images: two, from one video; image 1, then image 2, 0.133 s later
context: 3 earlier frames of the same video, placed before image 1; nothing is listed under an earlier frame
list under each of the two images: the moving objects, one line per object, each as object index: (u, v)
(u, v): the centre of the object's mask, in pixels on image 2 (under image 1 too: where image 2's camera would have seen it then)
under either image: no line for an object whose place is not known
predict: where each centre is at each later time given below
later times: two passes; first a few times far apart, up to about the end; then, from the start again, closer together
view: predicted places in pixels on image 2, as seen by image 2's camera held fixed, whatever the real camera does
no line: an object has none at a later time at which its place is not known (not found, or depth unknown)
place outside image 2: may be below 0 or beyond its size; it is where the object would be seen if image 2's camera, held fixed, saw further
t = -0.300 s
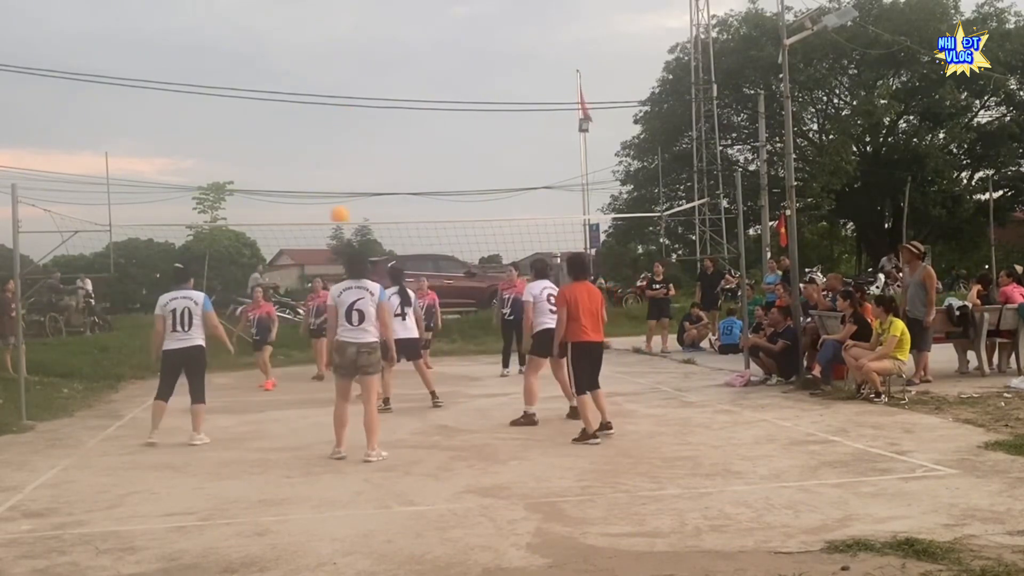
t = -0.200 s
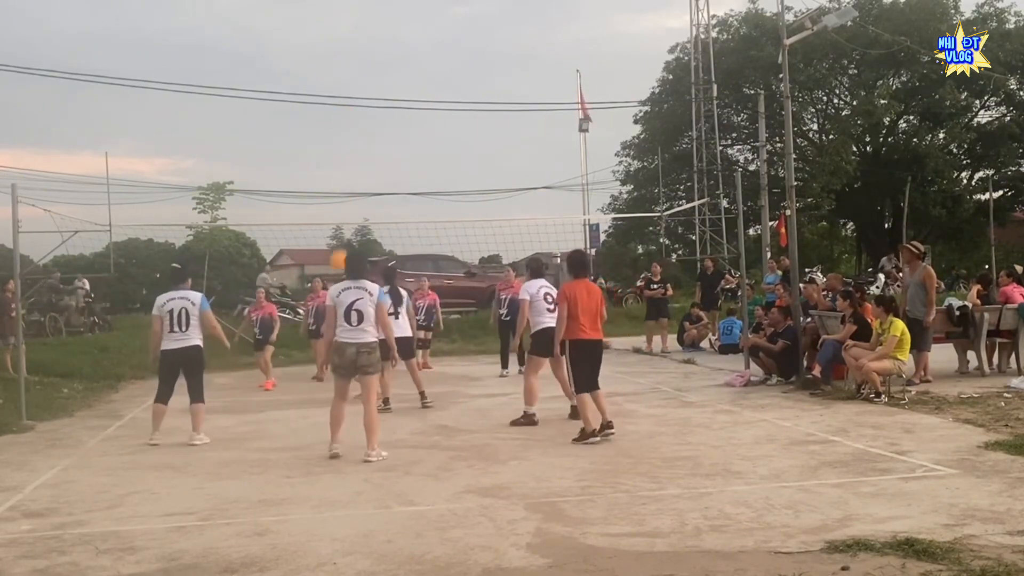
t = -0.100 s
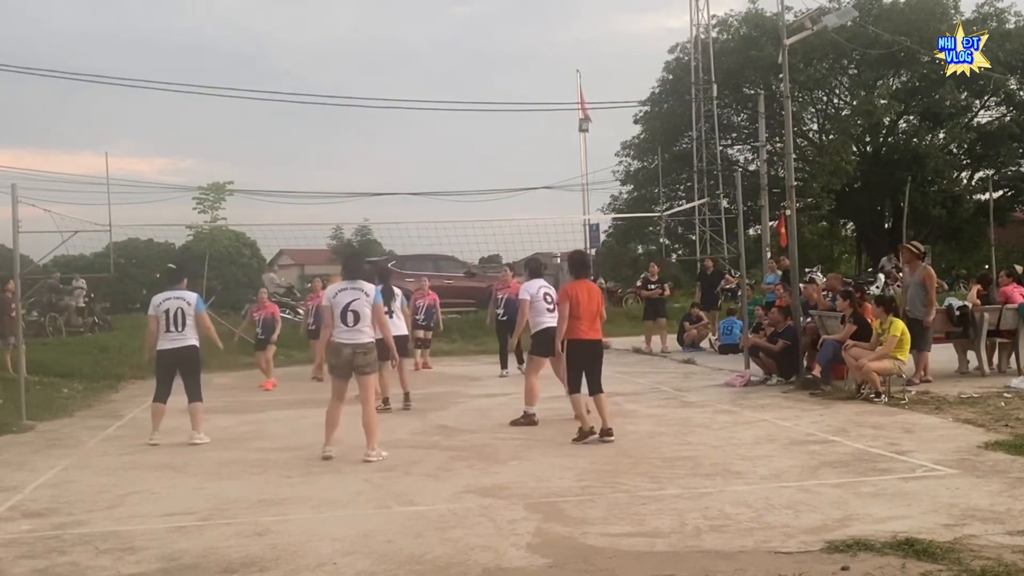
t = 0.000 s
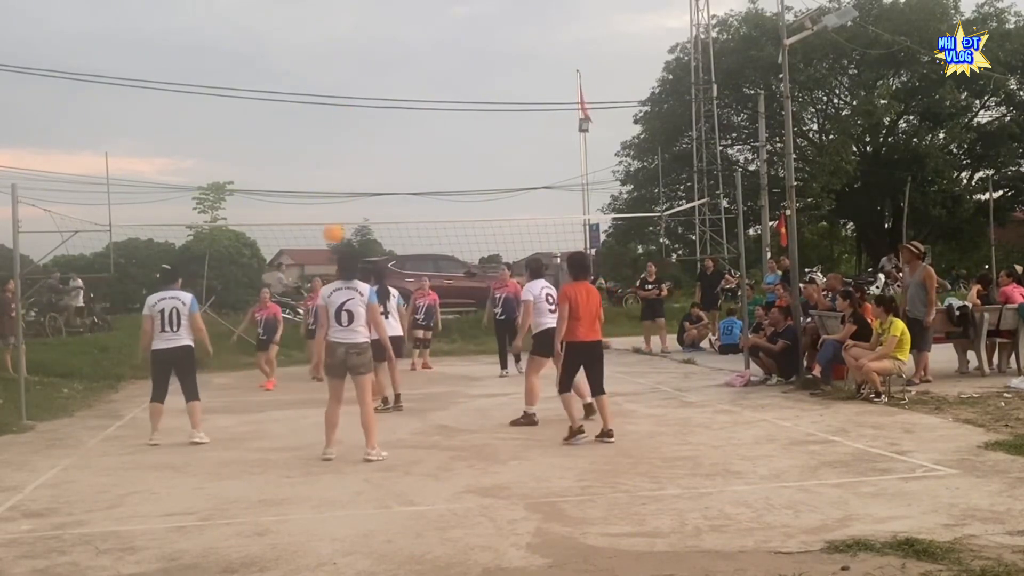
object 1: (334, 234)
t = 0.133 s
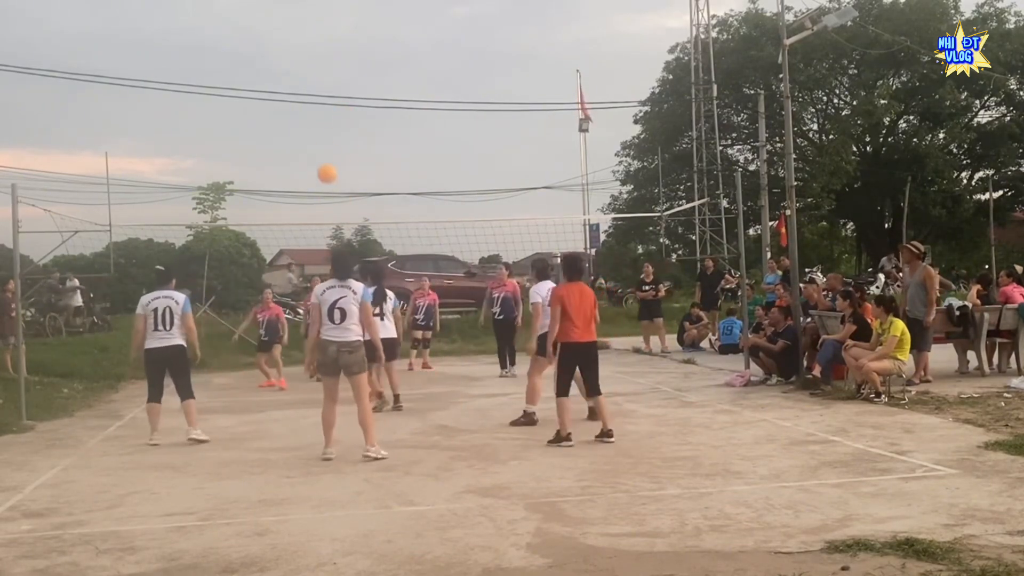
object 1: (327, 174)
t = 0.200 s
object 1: (325, 151)
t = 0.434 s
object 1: (318, 101)
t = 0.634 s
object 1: (315, 95)
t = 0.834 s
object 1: (312, 120)
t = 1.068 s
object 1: (312, 183)
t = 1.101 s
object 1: (313, 196)
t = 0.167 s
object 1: (326, 161)
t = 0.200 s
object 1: (325, 151)
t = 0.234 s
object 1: (324, 141)
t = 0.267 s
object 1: (323, 132)
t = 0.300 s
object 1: (322, 124)
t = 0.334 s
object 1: (321, 117)
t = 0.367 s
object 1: (321, 111)
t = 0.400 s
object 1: (320, 106)
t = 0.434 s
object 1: (318, 101)
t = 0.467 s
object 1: (318, 98)
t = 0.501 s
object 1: (317, 95)
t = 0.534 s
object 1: (316, 94)
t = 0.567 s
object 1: (316, 94)
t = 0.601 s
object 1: (315, 94)
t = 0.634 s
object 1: (315, 95)
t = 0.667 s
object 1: (314, 97)
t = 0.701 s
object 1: (314, 100)
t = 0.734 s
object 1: (314, 104)
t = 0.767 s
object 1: (313, 108)
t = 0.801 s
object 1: (313, 114)
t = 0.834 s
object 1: (312, 120)
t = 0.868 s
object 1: (312, 126)
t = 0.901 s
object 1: (312, 134)
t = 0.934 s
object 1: (312, 142)
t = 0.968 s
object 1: (312, 151)
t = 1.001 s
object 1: (312, 162)
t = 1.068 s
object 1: (312, 183)
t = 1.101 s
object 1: (313, 196)
